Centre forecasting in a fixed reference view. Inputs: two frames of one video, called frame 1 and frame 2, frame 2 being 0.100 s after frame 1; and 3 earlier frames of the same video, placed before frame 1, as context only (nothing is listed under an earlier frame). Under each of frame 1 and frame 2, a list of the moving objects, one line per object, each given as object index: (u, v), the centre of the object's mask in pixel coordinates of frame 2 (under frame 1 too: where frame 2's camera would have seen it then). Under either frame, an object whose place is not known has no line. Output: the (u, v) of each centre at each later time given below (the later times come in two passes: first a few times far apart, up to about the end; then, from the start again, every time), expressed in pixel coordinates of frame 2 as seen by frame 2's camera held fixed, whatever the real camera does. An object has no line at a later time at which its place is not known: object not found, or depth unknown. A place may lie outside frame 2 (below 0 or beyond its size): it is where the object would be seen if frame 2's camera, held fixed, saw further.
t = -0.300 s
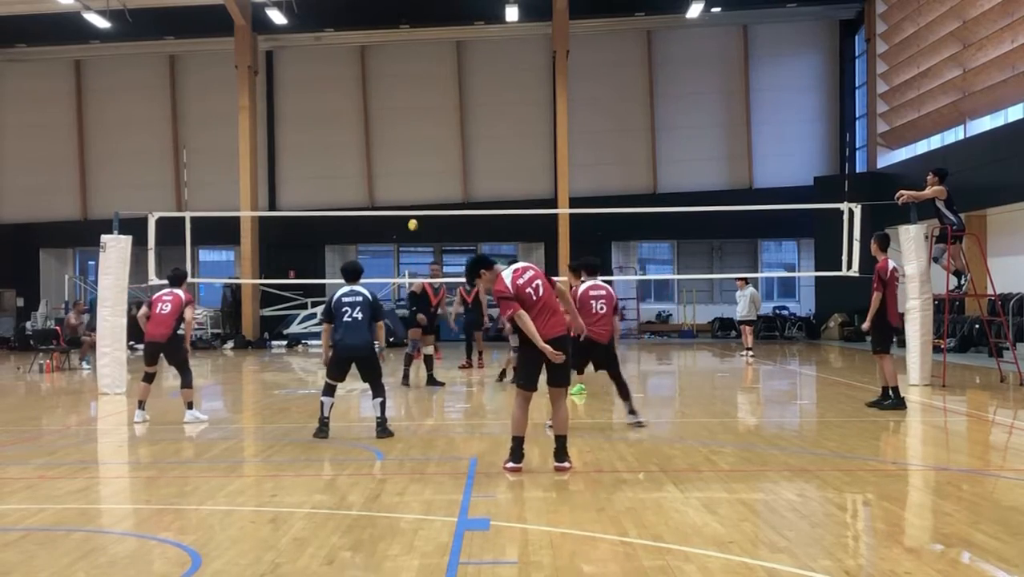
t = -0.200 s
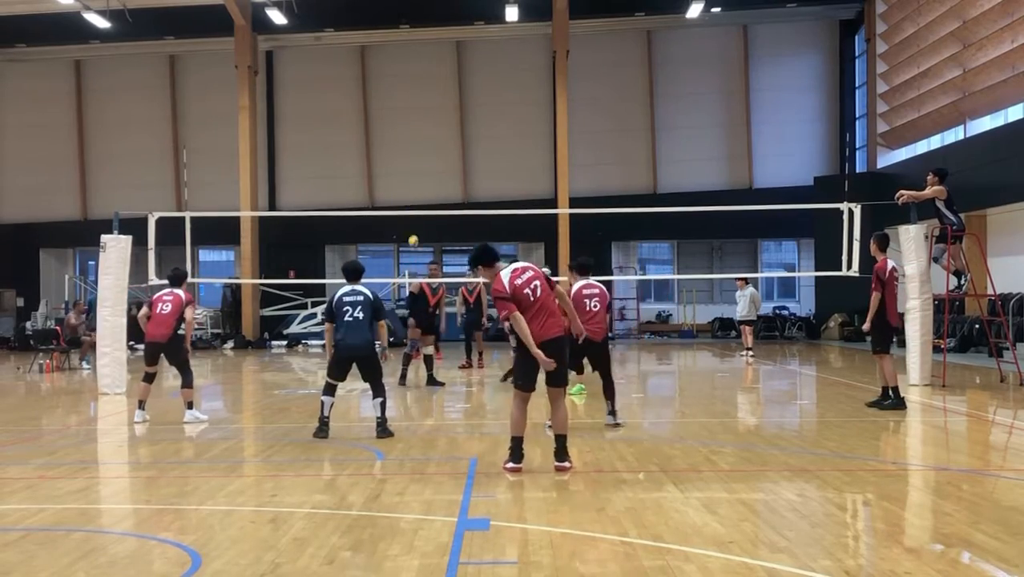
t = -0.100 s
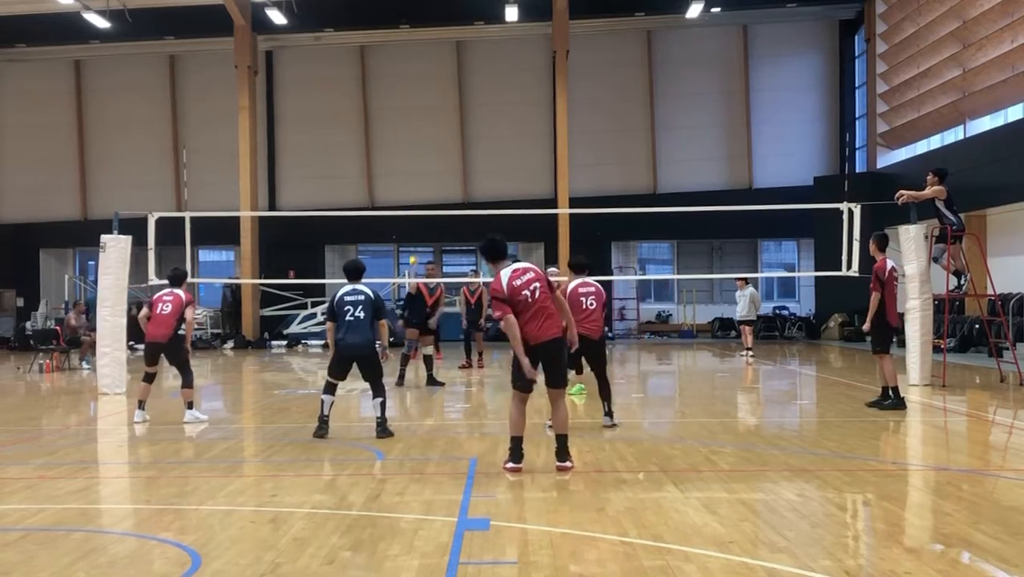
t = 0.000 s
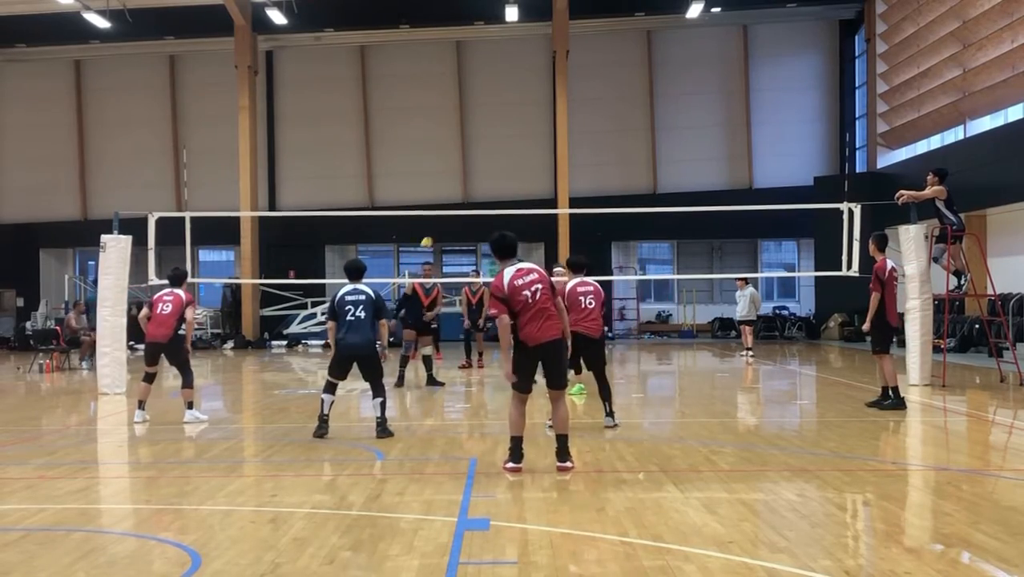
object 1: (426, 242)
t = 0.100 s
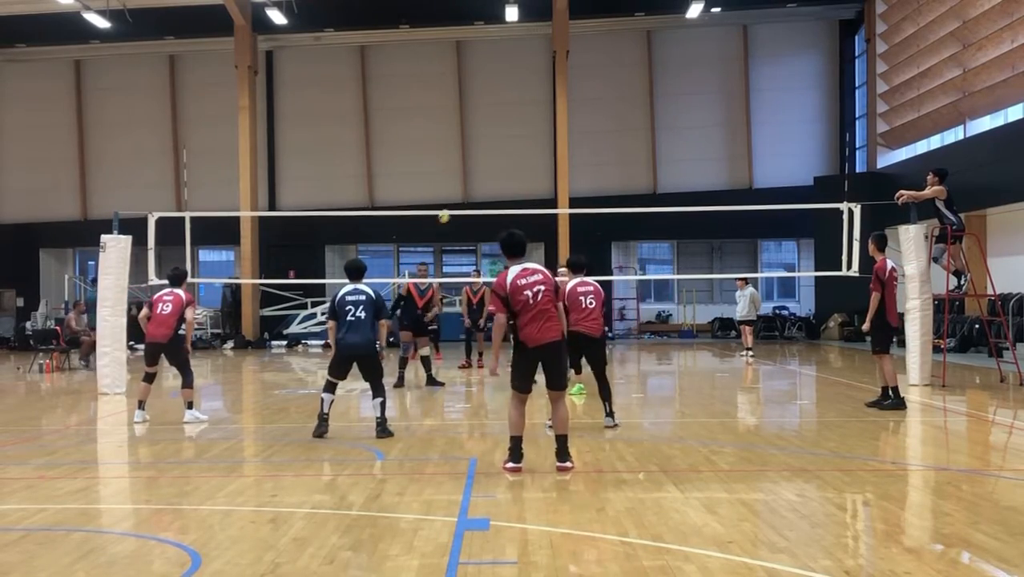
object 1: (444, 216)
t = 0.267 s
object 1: (477, 179)
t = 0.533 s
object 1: (541, 152)
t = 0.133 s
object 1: (450, 206)
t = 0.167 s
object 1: (457, 200)
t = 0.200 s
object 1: (464, 193)
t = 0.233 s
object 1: (469, 186)
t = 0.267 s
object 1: (477, 179)
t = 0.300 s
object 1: (484, 174)
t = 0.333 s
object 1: (492, 168)
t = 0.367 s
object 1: (500, 164)
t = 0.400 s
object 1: (507, 160)
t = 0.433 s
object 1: (515, 157)
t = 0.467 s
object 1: (524, 155)
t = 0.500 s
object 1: (532, 153)
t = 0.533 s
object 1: (541, 152)
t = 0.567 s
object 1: (551, 152)
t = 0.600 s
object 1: (559, 151)
